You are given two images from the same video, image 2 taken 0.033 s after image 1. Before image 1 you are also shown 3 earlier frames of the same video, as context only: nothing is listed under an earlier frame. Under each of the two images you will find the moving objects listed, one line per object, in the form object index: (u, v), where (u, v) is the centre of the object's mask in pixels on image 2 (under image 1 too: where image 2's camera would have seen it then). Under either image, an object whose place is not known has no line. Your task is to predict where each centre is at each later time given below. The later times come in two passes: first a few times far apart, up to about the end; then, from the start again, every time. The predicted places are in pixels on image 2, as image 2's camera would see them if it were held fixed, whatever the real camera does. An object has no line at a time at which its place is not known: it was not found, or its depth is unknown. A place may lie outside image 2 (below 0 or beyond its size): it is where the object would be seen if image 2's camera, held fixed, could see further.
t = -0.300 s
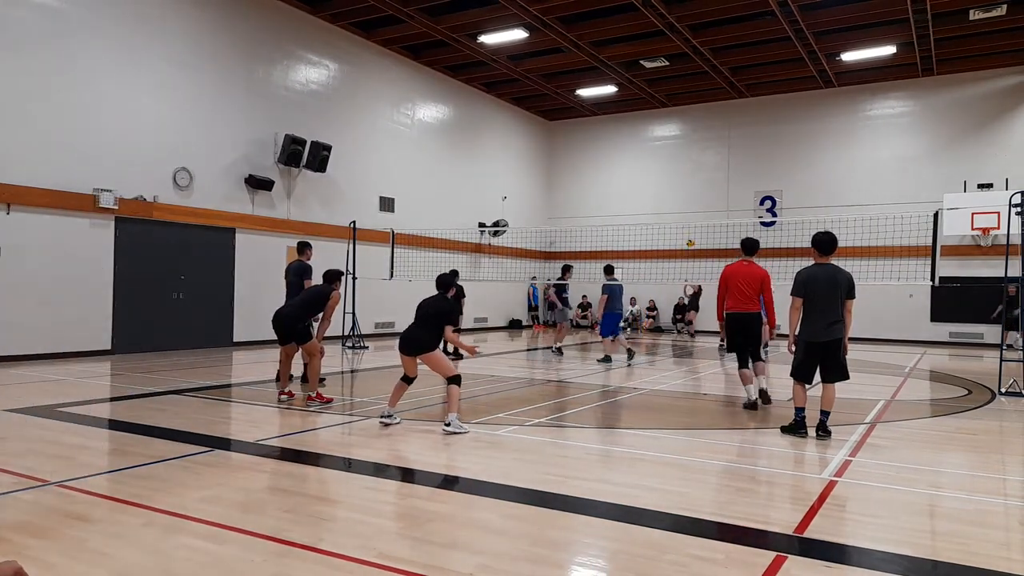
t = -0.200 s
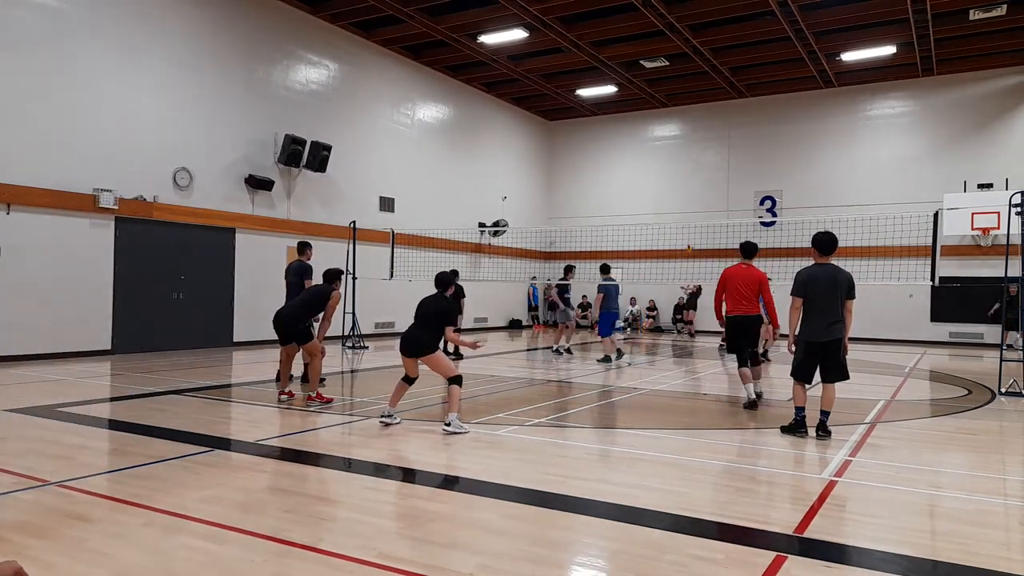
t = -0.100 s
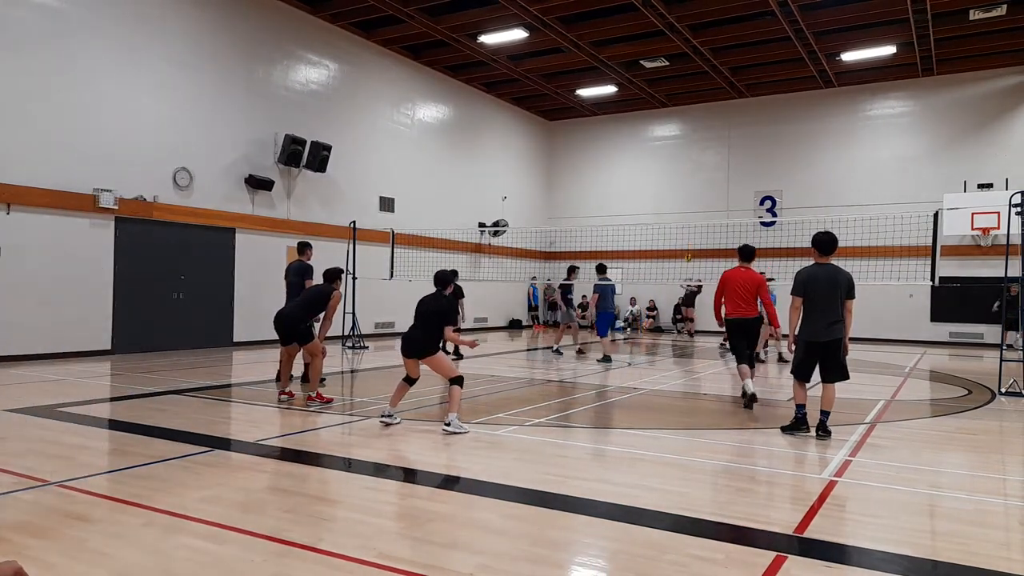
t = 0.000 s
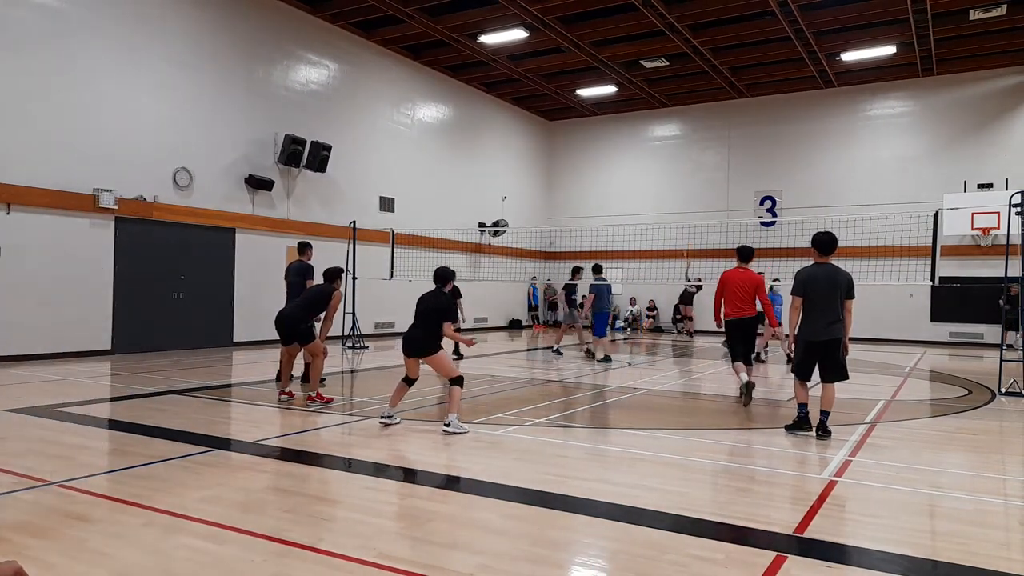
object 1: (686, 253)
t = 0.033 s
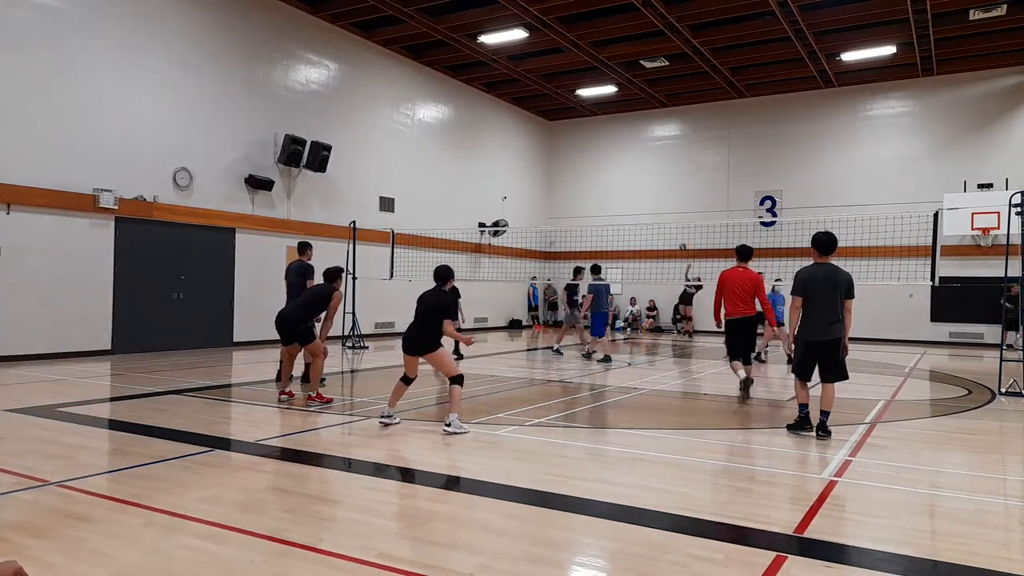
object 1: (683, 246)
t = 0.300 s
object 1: (665, 193)
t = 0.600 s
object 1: (647, 160)
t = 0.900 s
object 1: (624, 165)
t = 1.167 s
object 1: (596, 218)
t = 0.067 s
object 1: (680, 239)
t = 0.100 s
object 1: (679, 232)
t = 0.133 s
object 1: (676, 226)
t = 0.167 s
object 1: (674, 218)
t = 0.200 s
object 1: (672, 212)
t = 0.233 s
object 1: (670, 205)
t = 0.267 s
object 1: (668, 198)
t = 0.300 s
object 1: (665, 193)
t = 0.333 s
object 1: (664, 188)
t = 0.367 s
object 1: (662, 183)
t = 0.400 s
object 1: (660, 177)
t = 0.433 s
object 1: (659, 174)
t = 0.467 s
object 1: (656, 170)
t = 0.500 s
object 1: (654, 167)
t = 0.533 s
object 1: (652, 165)
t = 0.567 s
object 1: (650, 162)
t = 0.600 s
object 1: (647, 160)
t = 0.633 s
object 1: (645, 159)
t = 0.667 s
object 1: (643, 158)
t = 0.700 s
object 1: (641, 157)
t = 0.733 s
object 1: (638, 157)
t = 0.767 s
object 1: (636, 158)
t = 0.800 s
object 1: (633, 159)
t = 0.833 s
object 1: (630, 160)
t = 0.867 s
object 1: (628, 162)
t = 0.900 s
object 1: (624, 165)
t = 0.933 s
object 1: (621, 169)
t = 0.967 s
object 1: (618, 173)
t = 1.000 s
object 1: (614, 179)
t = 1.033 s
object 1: (611, 184)
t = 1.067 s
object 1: (607, 192)
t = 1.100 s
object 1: (604, 200)
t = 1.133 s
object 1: (600, 208)
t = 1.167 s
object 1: (596, 218)
